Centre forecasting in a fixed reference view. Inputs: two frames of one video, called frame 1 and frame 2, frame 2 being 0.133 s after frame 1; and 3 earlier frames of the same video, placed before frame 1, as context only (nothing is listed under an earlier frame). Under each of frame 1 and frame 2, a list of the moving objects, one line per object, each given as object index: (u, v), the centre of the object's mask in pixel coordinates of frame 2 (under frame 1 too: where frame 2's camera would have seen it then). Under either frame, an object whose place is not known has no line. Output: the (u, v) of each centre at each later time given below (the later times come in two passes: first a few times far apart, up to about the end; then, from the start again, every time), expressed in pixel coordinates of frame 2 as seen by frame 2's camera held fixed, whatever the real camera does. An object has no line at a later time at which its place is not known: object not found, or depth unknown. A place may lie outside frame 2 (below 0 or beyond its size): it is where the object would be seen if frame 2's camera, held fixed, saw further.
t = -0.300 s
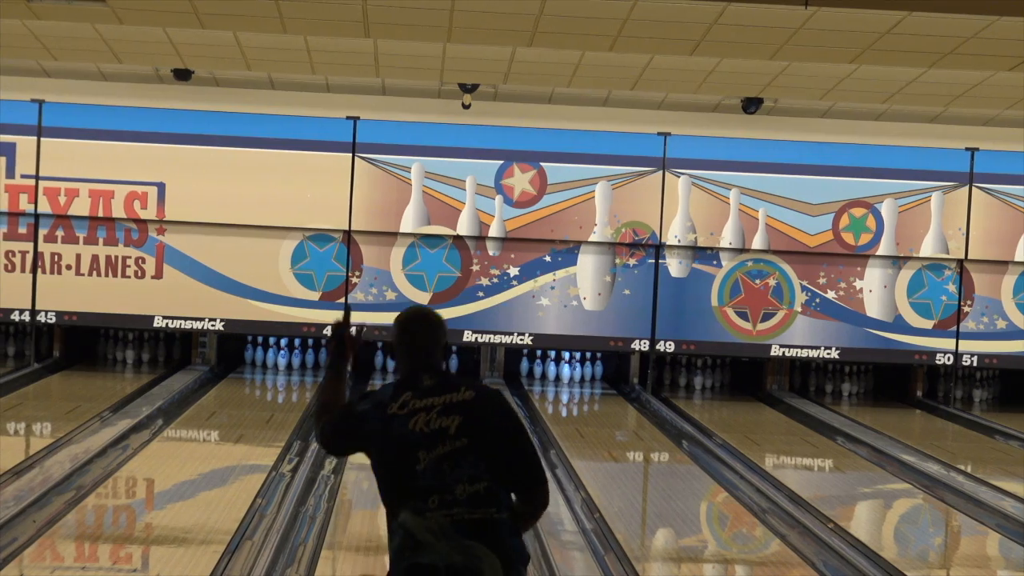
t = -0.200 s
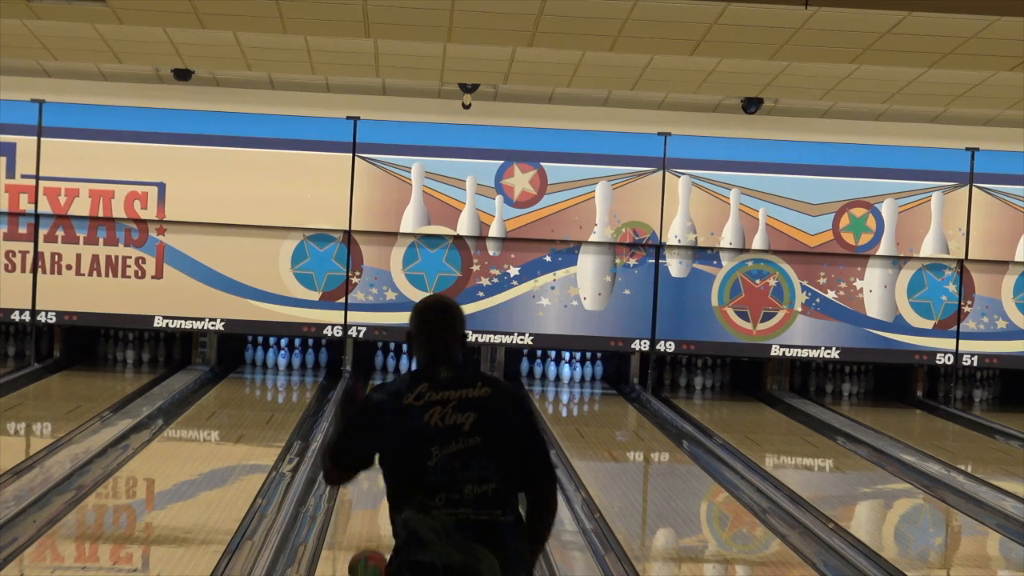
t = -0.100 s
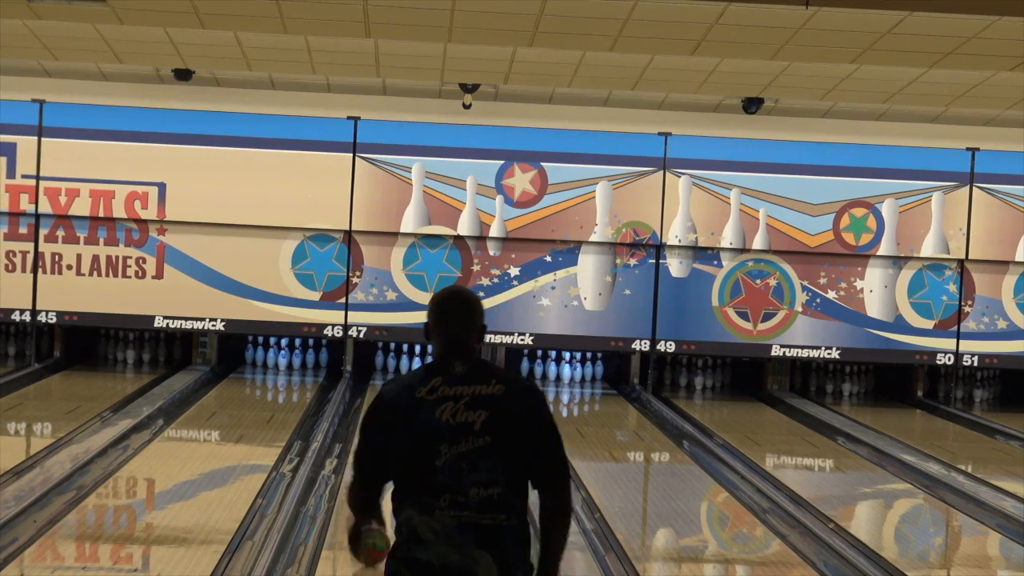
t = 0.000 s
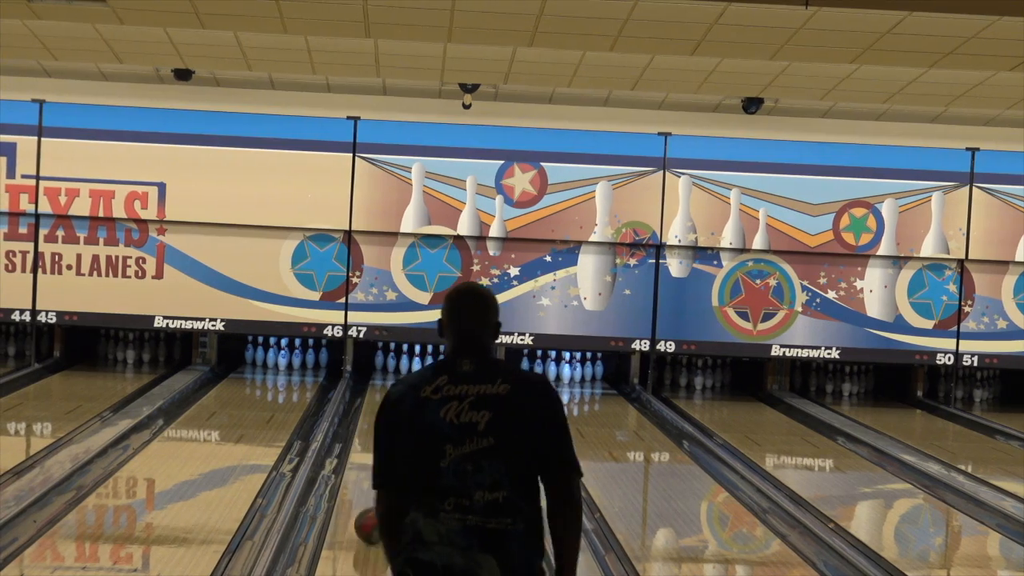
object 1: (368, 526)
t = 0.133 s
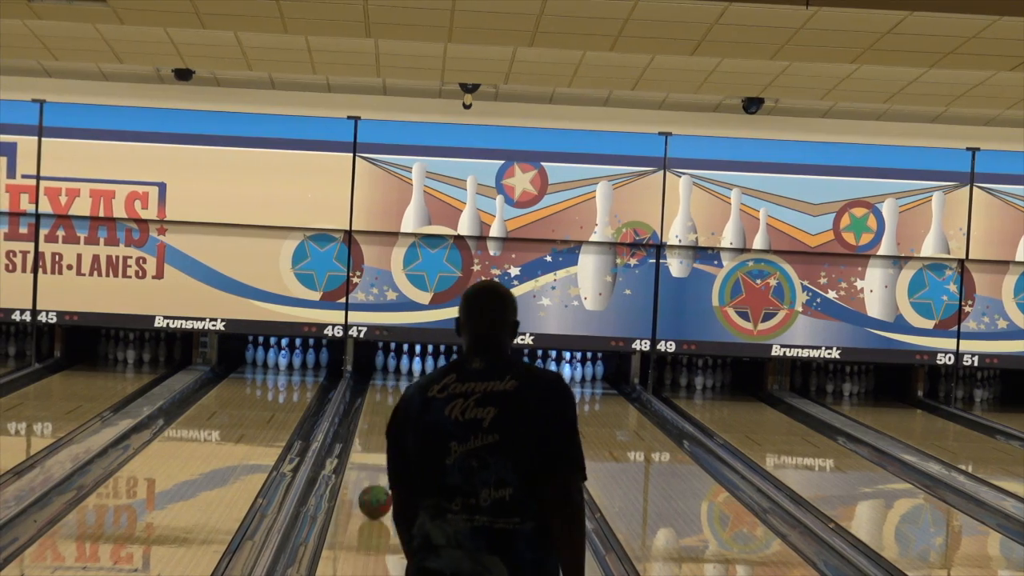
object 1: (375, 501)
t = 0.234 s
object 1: (376, 486)
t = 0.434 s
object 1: (379, 460)
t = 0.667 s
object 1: (382, 435)
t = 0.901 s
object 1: (385, 414)
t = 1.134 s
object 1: (389, 398)
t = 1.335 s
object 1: (395, 387)
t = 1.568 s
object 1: (403, 376)
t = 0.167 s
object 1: (376, 496)
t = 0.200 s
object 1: (376, 491)
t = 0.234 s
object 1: (376, 486)
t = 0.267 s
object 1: (377, 481)
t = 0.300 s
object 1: (377, 477)
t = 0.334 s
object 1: (378, 472)
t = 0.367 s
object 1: (378, 468)
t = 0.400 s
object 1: (378, 464)
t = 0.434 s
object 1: (379, 460)
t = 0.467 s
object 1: (379, 456)
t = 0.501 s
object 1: (380, 452)
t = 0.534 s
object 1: (380, 448)
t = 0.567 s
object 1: (380, 445)
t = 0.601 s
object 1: (381, 441)
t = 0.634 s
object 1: (381, 437)
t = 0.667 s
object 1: (382, 435)
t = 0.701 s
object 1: (382, 431)
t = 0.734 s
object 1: (383, 429)
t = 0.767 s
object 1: (383, 426)
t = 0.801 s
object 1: (383, 423)
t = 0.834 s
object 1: (384, 420)
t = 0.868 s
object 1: (385, 417)
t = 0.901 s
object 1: (385, 414)
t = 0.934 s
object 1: (386, 412)
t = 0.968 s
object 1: (386, 409)
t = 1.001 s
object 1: (387, 407)
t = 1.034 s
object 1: (387, 404)
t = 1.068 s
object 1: (388, 403)
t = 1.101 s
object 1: (388, 400)
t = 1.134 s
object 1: (389, 398)
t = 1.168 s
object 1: (390, 395)
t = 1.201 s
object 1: (390, 393)
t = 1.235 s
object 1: (391, 392)
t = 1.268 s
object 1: (392, 389)
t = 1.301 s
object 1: (394, 388)
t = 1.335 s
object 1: (395, 387)
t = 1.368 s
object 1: (395, 384)
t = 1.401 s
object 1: (396, 383)
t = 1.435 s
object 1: (397, 381)
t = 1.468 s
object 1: (398, 380)
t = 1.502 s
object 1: (399, 378)
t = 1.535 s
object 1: (401, 377)
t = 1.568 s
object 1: (403, 376)
